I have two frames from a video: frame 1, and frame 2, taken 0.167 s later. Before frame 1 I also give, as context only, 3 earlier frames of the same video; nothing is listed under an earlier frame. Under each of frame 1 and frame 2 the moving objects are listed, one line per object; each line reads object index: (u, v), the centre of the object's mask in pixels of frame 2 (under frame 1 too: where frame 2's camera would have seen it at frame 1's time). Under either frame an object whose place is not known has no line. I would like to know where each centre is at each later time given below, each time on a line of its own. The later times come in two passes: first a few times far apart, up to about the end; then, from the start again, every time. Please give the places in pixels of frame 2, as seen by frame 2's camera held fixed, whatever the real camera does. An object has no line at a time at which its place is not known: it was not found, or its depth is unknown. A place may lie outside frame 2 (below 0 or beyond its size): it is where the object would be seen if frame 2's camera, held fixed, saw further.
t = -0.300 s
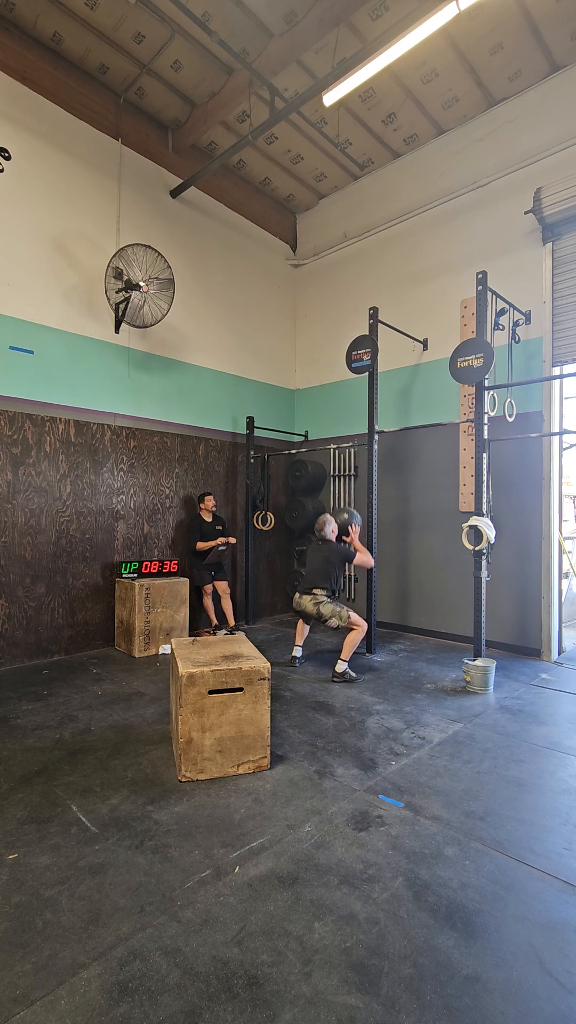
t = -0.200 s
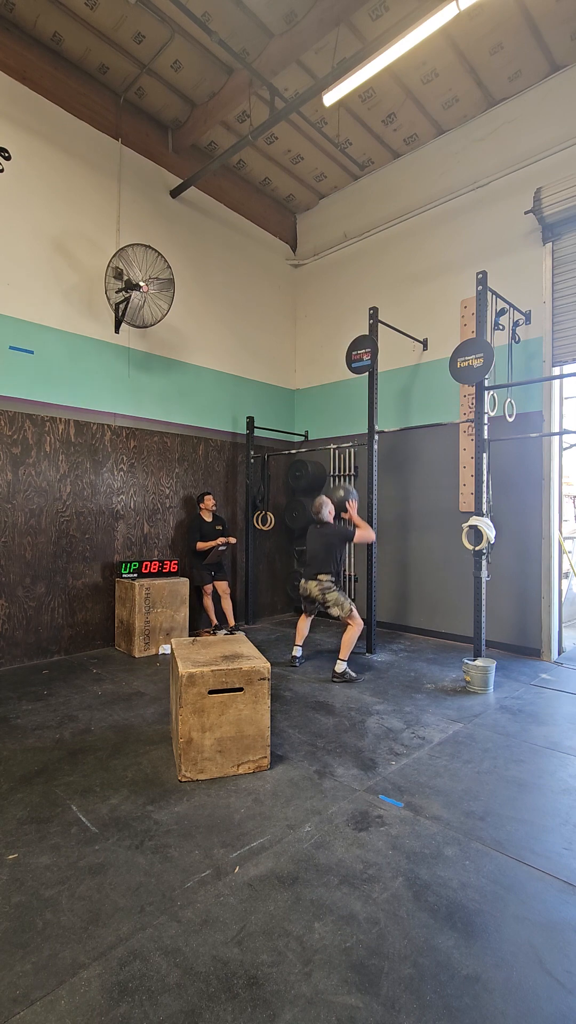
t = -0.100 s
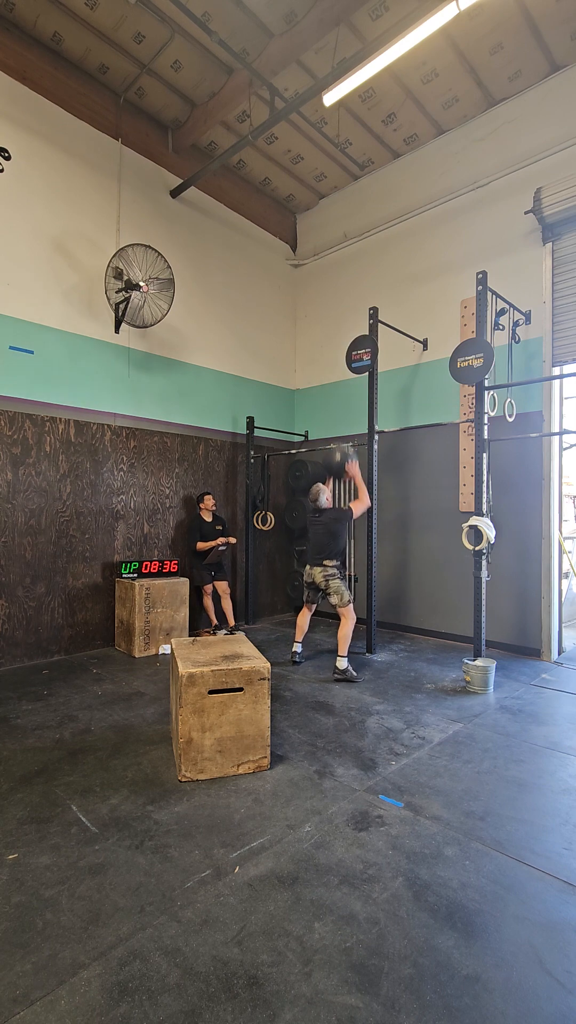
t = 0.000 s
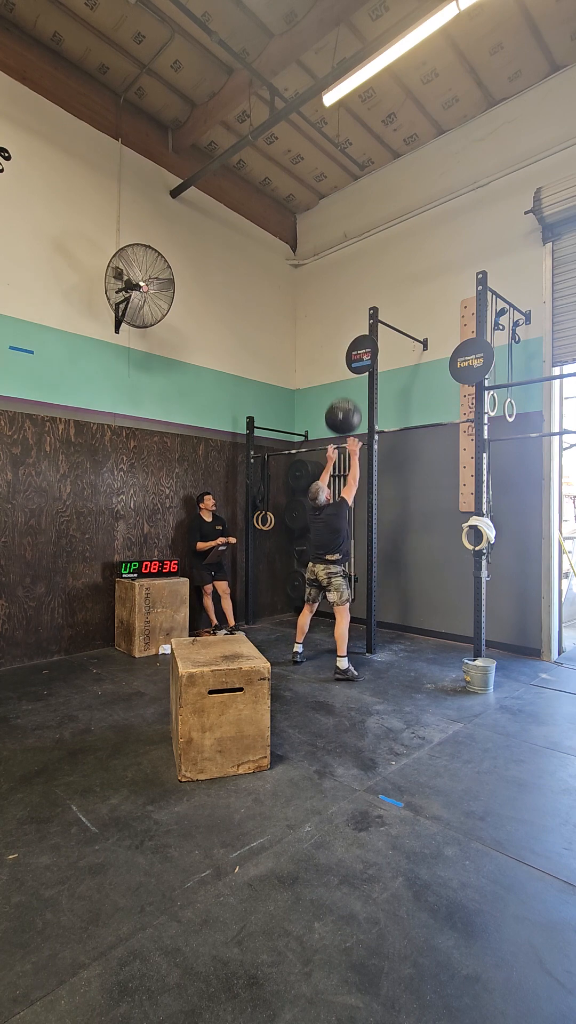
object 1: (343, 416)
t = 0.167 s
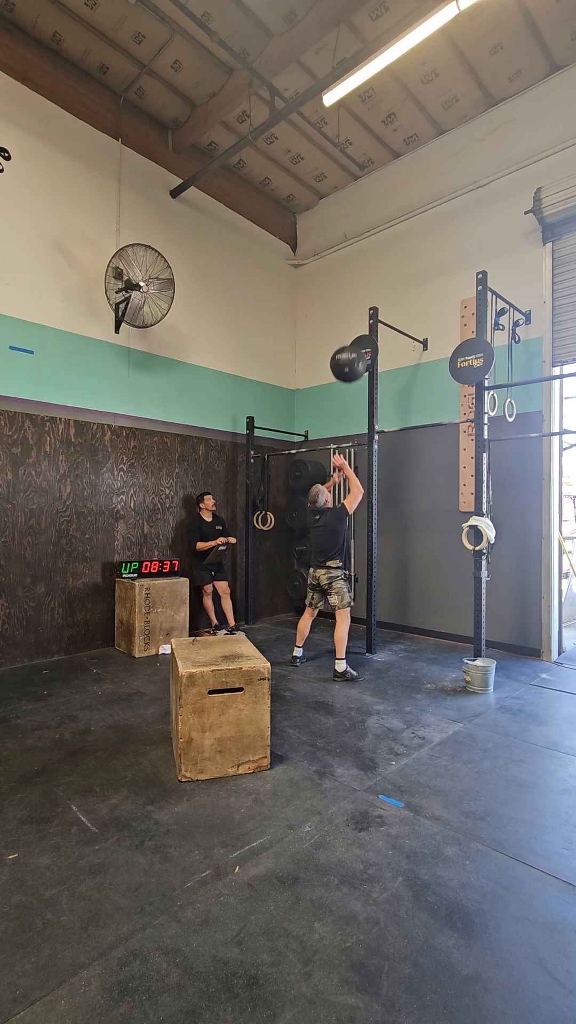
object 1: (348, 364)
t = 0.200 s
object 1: (349, 357)
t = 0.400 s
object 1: (354, 336)
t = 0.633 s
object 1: (355, 358)
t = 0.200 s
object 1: (349, 357)
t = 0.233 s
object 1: (350, 350)
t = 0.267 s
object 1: (351, 345)
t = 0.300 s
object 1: (352, 341)
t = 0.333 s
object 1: (353, 338)
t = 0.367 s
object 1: (353, 337)
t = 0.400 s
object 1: (354, 336)
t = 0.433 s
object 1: (355, 336)
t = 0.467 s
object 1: (356, 338)
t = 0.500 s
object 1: (356, 340)
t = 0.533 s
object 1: (356, 342)
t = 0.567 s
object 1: (355, 347)
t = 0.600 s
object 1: (355, 352)
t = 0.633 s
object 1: (355, 358)
